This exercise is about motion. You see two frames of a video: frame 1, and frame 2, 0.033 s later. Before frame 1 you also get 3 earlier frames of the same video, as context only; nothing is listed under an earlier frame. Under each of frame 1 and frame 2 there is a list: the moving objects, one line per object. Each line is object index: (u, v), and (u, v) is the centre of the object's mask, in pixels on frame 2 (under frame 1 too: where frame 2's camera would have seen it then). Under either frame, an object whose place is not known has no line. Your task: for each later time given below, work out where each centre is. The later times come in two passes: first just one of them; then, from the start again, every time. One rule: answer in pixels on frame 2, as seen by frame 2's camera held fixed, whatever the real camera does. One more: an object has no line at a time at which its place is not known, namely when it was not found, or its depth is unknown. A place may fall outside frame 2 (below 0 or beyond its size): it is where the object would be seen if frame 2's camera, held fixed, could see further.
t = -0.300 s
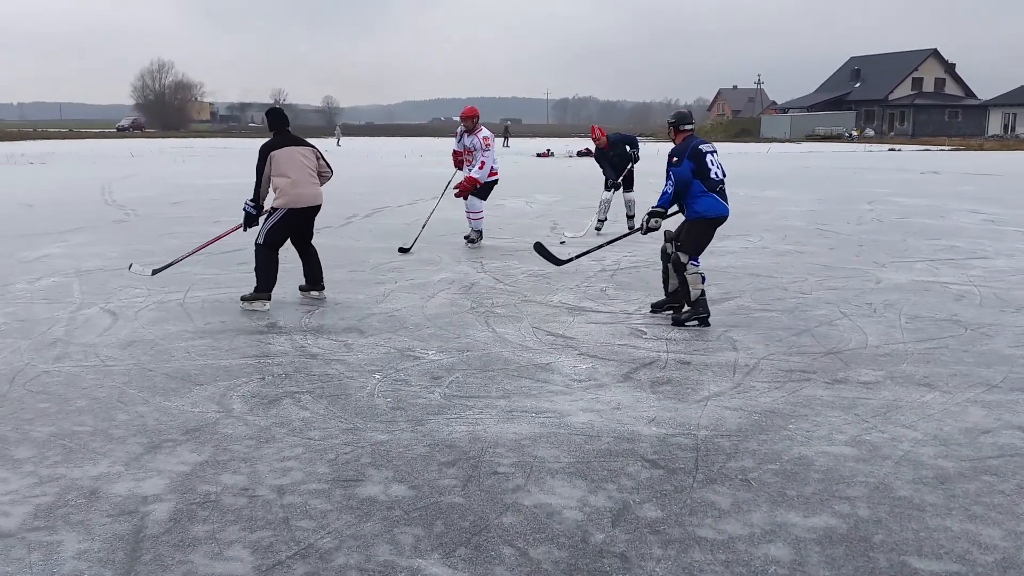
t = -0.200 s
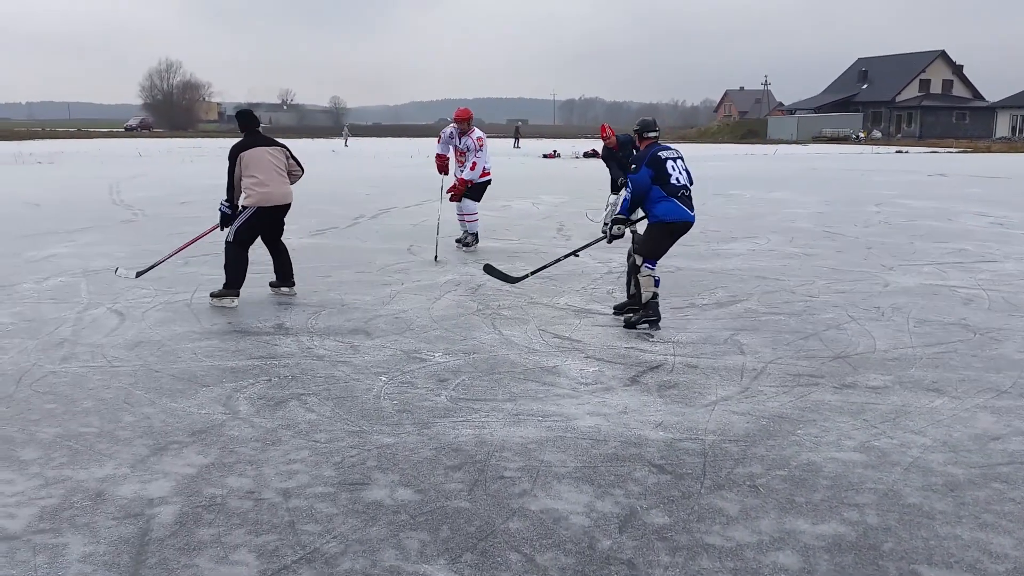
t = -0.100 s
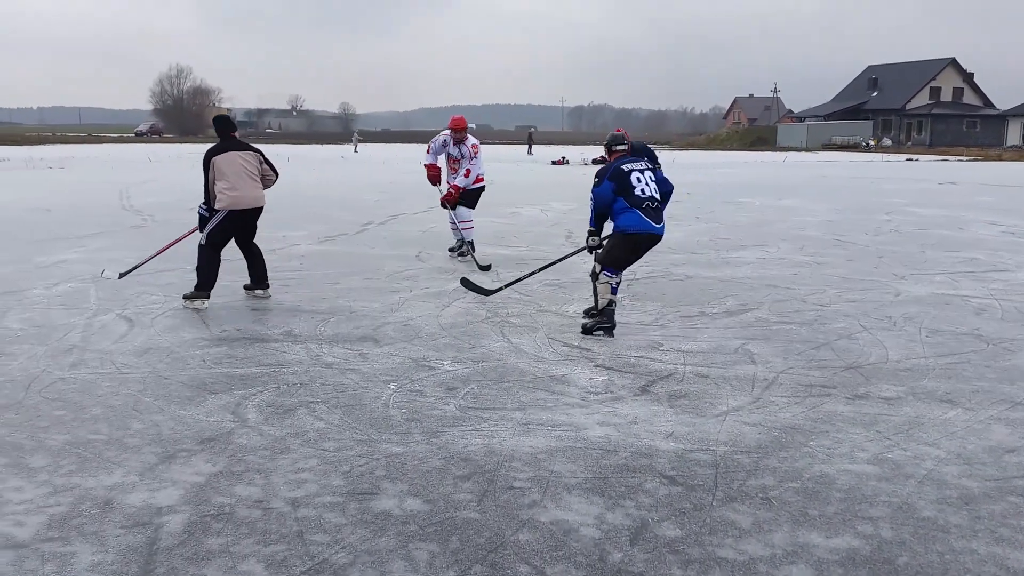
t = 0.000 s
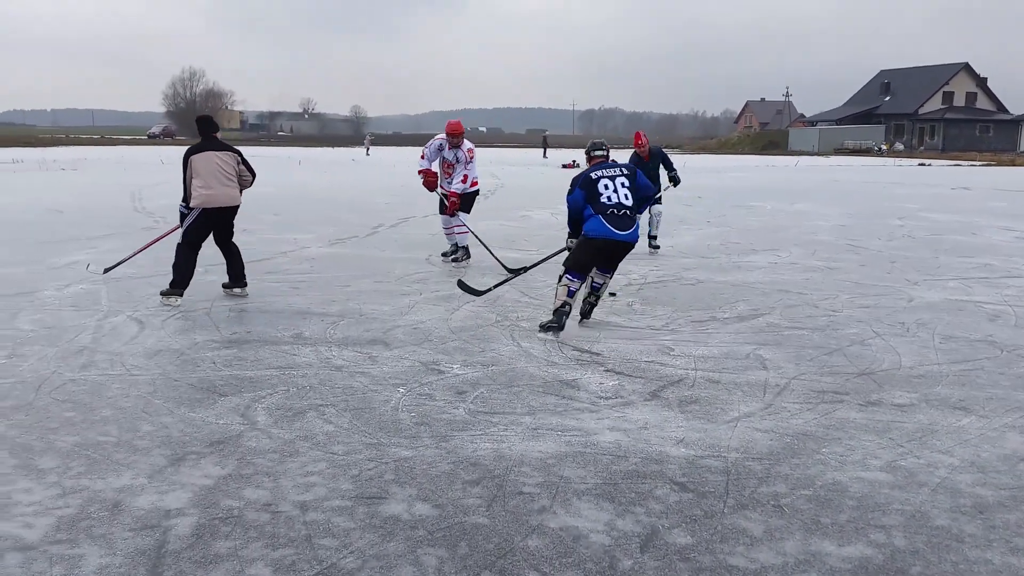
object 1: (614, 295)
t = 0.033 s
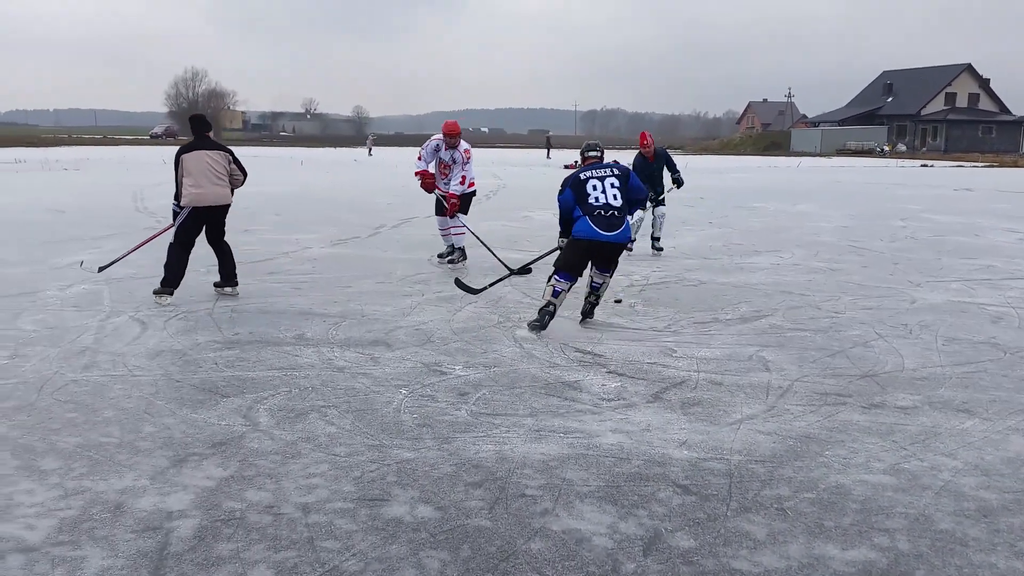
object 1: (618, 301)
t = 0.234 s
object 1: (644, 342)
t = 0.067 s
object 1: (621, 306)
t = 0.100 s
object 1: (625, 313)
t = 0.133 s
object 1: (630, 319)
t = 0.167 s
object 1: (634, 327)
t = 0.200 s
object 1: (639, 335)
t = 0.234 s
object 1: (644, 342)
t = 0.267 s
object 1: (650, 349)
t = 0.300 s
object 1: (656, 360)
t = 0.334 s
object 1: (662, 371)
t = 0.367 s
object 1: (669, 384)
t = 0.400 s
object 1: (677, 396)
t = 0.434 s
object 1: (686, 411)
